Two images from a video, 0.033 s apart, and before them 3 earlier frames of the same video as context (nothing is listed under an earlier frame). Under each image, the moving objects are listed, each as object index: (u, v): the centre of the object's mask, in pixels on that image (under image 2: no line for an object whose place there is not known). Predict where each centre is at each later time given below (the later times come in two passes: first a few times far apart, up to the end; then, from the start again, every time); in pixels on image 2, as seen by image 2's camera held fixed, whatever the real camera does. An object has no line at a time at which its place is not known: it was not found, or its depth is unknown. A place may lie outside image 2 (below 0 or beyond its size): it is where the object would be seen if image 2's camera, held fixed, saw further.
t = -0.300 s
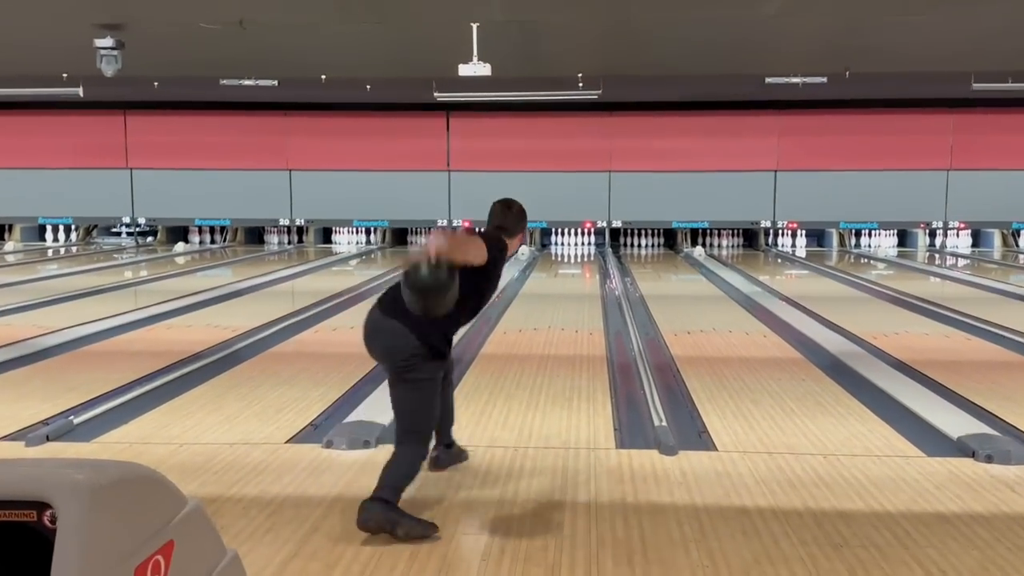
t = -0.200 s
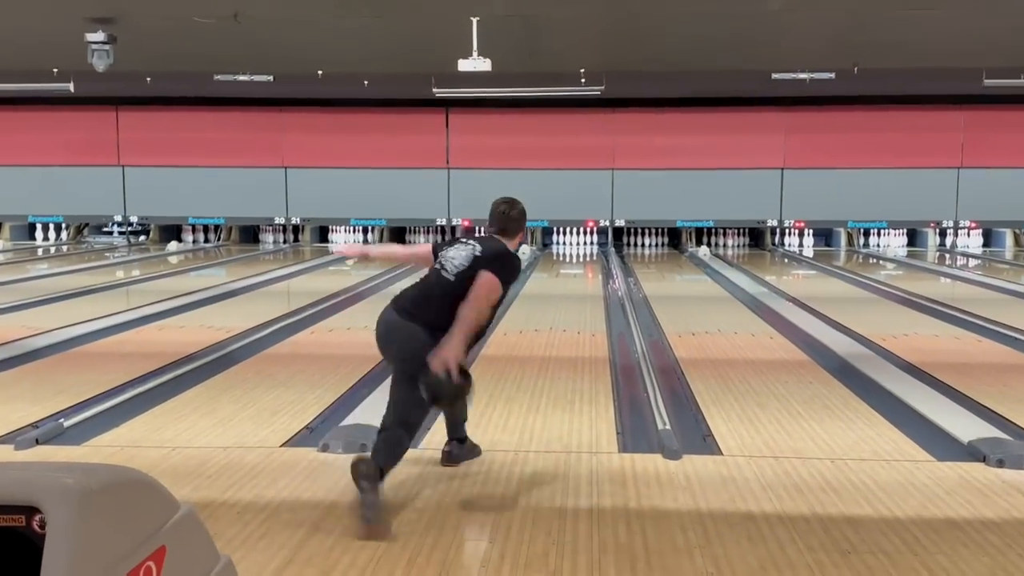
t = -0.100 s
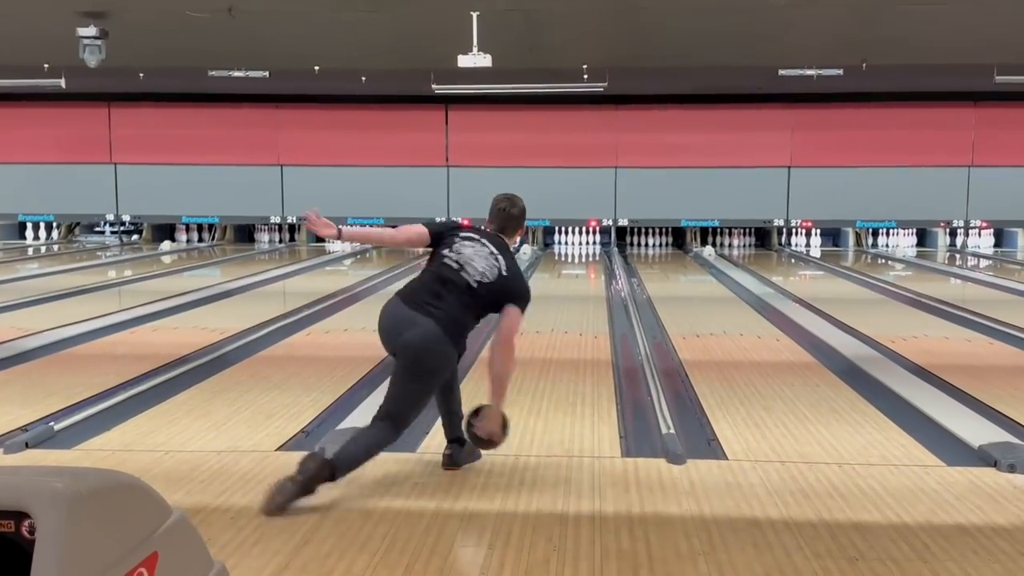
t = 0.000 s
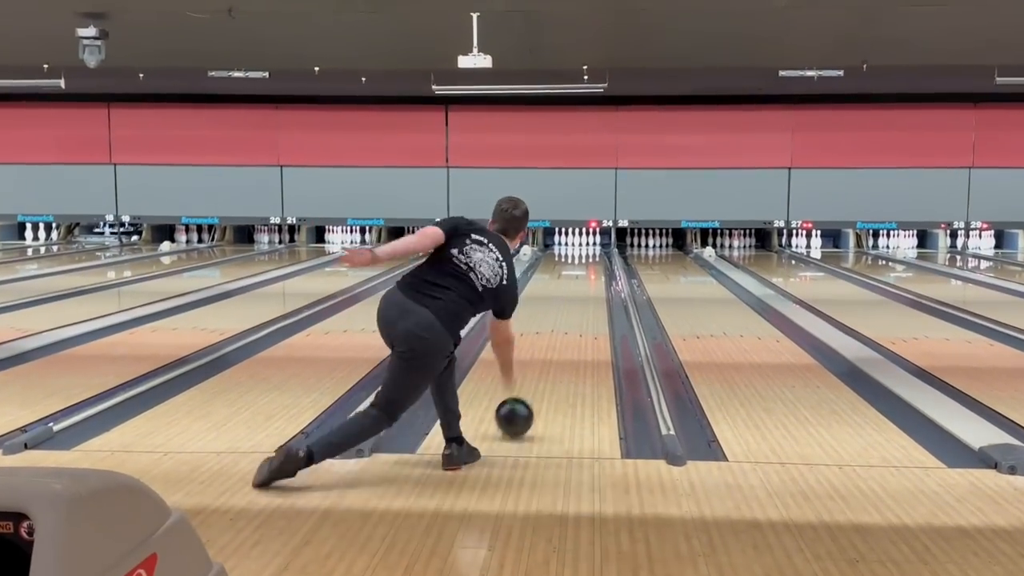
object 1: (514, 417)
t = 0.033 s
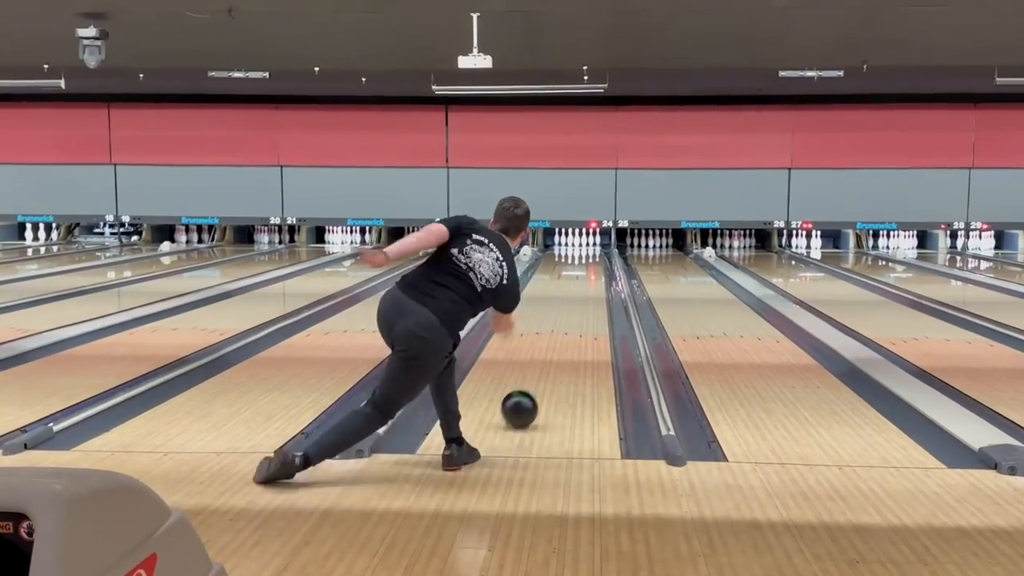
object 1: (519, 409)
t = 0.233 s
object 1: (543, 363)
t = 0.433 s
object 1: (558, 332)
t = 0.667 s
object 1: (569, 309)
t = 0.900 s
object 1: (576, 292)
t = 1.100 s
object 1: (580, 282)
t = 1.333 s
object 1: (584, 273)
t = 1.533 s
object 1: (585, 266)
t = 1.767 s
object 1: (585, 260)
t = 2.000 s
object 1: (582, 256)
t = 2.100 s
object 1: (581, 254)
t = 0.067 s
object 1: (524, 400)
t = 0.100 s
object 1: (528, 392)
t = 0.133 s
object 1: (532, 384)
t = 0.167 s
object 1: (536, 376)
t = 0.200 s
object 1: (539, 369)
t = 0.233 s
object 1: (543, 363)
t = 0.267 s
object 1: (546, 357)
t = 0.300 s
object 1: (548, 351)
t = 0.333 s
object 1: (551, 346)
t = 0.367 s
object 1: (554, 341)
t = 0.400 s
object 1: (556, 336)
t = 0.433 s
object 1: (558, 332)
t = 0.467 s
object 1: (560, 328)
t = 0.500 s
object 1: (561, 324)
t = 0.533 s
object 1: (563, 321)
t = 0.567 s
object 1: (565, 318)
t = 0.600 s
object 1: (566, 315)
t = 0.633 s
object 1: (568, 312)
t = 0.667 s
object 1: (569, 309)
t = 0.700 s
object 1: (570, 306)
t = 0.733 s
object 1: (571, 304)
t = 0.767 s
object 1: (573, 301)
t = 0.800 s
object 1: (574, 299)
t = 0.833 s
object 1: (575, 296)
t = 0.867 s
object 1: (575, 295)
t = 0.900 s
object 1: (576, 292)
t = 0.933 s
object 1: (577, 291)
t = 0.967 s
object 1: (578, 289)
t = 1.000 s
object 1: (579, 287)
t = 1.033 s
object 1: (579, 285)
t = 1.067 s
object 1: (580, 284)
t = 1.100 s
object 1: (580, 282)
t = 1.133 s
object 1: (581, 281)
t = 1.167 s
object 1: (581, 279)
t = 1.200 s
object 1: (582, 278)
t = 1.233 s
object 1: (582, 276)
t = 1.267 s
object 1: (583, 275)
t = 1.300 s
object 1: (583, 274)
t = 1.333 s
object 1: (584, 273)
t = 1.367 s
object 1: (584, 271)
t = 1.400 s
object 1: (584, 270)
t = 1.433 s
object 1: (584, 269)
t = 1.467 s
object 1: (585, 268)
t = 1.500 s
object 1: (585, 267)
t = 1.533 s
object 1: (585, 266)
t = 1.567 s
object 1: (585, 265)
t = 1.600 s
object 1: (585, 264)
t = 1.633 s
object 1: (585, 263)
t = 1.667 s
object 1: (585, 262)
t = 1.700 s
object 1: (585, 262)
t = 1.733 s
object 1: (585, 261)
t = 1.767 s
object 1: (585, 260)
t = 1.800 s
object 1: (584, 259)
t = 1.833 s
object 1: (584, 259)
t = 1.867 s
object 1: (584, 258)
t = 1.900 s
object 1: (583, 257)
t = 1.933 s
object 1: (583, 257)
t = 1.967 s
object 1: (583, 256)
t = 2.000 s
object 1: (582, 256)
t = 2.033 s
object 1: (582, 255)
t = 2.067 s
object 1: (581, 255)
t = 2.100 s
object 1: (581, 254)
